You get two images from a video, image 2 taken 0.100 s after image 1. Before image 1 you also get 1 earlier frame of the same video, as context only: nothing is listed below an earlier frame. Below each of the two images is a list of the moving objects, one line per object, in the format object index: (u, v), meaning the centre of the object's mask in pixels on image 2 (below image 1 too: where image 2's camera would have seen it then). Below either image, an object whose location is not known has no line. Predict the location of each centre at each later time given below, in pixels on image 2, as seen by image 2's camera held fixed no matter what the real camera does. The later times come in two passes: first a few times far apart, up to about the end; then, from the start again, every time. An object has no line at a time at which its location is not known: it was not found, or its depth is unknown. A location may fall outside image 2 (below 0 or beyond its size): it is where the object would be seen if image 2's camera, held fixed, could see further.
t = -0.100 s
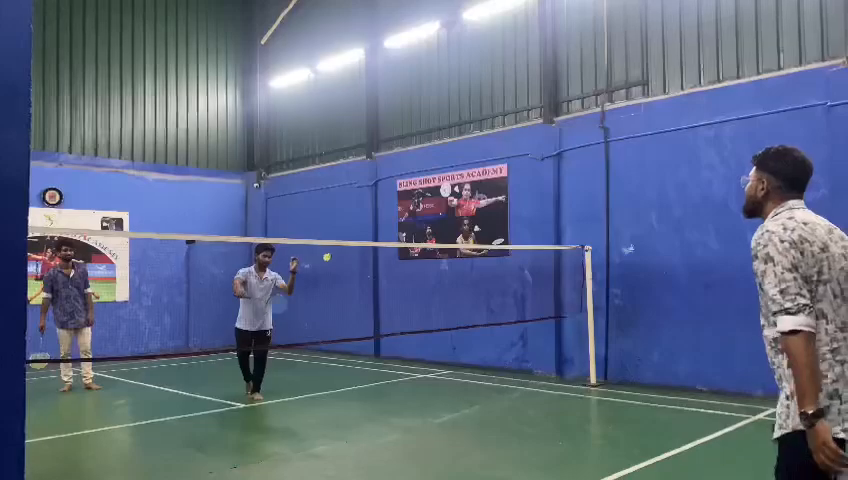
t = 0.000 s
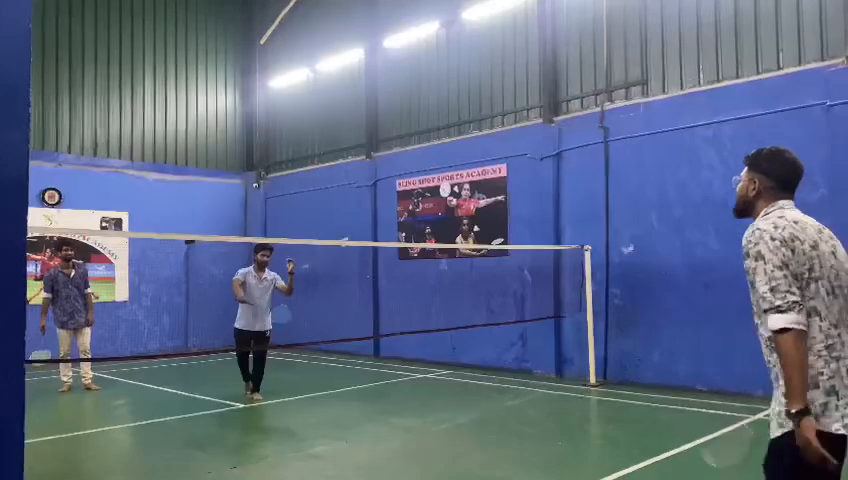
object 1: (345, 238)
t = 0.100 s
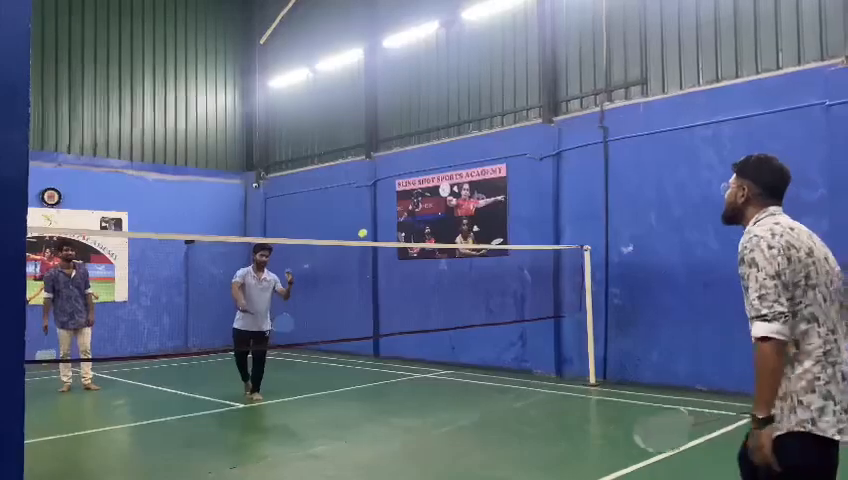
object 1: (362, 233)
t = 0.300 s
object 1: (402, 266)
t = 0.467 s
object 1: (439, 345)
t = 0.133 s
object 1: (368, 235)
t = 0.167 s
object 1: (374, 238)
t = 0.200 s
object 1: (380, 245)
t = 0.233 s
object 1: (387, 251)
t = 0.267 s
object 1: (395, 258)
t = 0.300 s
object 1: (402, 266)
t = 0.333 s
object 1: (411, 278)
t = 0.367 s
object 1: (418, 291)
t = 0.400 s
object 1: (424, 307)
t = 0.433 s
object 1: (431, 325)
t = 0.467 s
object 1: (439, 345)
